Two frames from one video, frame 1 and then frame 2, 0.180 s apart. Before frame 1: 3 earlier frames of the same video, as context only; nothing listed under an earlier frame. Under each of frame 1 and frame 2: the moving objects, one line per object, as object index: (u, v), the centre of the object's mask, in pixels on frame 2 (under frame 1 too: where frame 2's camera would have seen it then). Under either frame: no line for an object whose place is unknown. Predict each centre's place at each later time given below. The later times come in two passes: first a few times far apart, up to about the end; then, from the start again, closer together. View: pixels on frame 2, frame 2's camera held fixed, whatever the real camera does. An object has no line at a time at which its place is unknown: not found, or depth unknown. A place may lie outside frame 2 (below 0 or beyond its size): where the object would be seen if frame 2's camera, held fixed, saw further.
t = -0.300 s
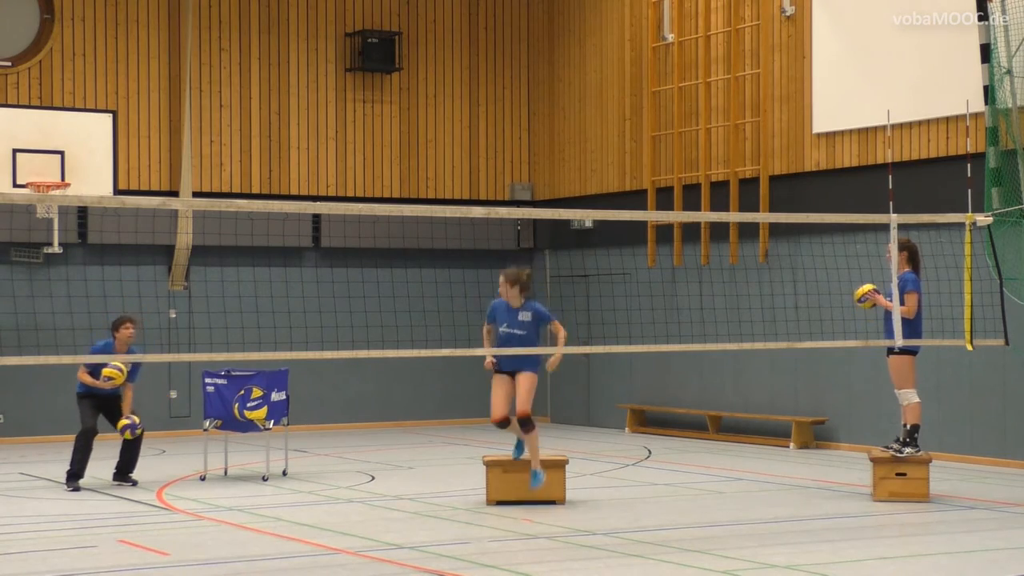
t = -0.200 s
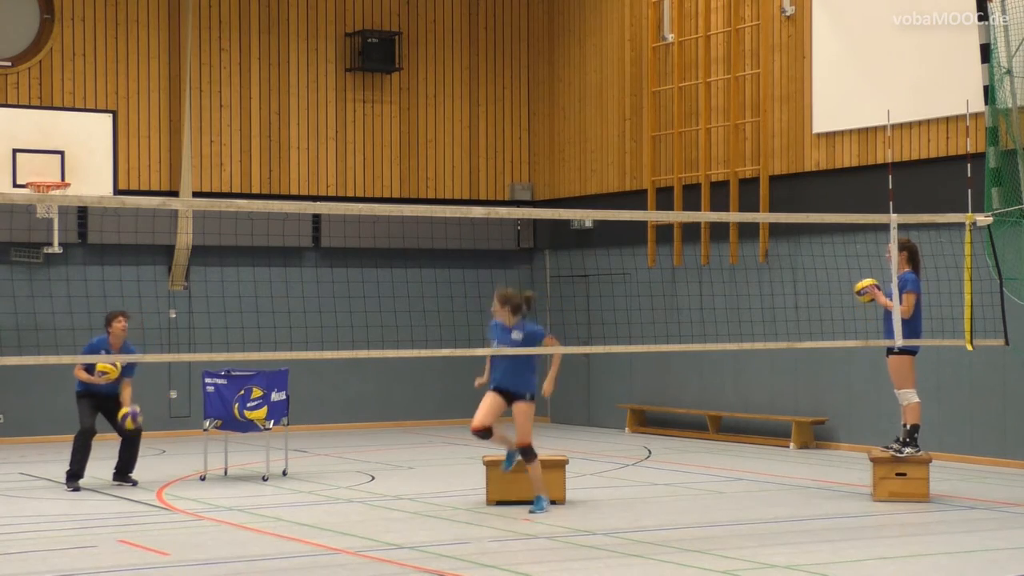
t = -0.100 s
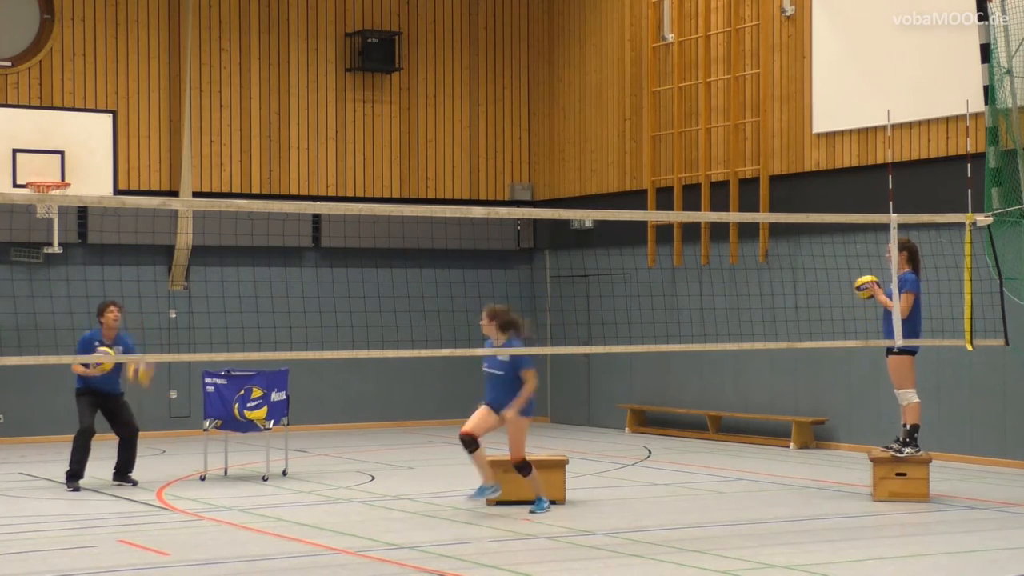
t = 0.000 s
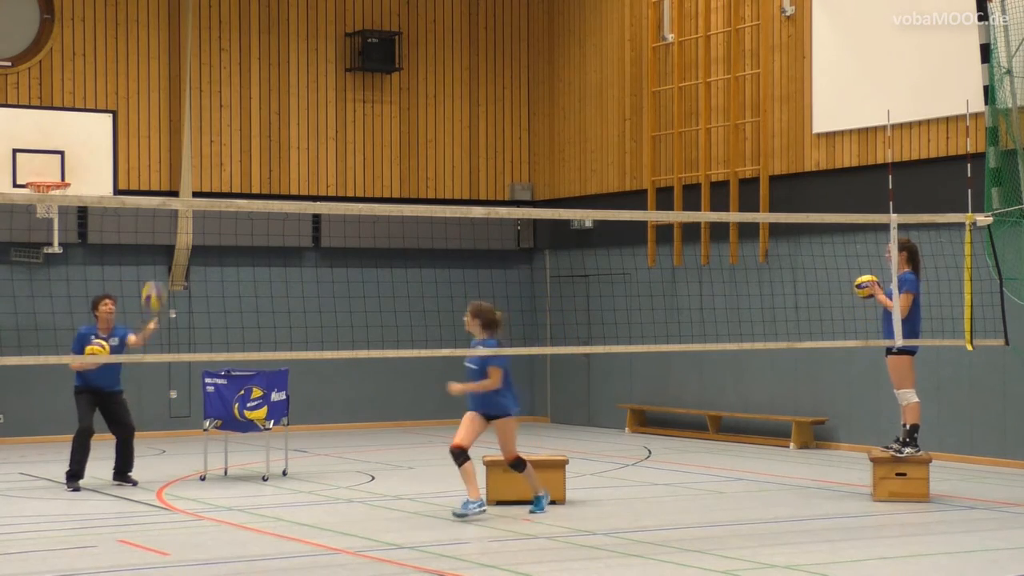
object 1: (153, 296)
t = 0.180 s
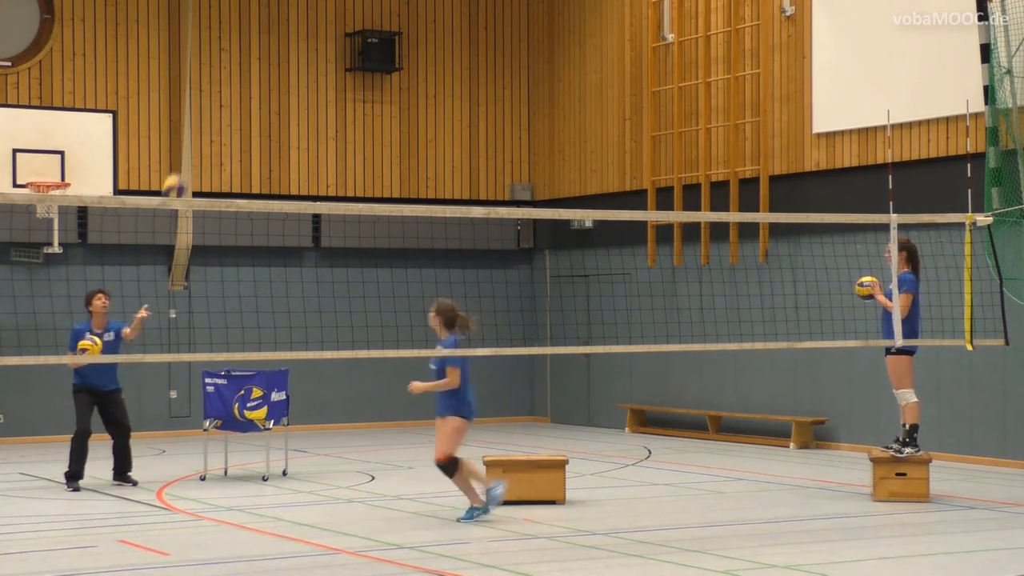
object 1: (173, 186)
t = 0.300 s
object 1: (190, 133)
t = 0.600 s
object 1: (230, 74)
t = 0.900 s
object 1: (271, 121)
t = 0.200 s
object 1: (176, 178)
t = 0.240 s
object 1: (181, 159)
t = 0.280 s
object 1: (187, 141)
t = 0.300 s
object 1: (190, 133)
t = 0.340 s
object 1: (195, 119)
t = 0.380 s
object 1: (200, 107)
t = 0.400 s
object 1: (203, 102)
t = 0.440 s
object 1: (208, 92)
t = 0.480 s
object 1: (214, 84)
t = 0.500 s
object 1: (216, 82)
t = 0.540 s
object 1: (221, 77)
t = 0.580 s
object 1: (227, 74)
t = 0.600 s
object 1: (230, 74)
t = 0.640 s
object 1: (235, 73)
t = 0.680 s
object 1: (240, 75)
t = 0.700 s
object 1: (243, 77)
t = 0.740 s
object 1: (249, 82)
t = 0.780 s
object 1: (255, 89)
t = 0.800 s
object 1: (257, 93)
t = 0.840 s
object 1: (263, 102)
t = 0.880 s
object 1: (268, 115)
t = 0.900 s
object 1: (271, 121)
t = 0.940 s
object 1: (277, 137)
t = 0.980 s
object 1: (282, 154)
